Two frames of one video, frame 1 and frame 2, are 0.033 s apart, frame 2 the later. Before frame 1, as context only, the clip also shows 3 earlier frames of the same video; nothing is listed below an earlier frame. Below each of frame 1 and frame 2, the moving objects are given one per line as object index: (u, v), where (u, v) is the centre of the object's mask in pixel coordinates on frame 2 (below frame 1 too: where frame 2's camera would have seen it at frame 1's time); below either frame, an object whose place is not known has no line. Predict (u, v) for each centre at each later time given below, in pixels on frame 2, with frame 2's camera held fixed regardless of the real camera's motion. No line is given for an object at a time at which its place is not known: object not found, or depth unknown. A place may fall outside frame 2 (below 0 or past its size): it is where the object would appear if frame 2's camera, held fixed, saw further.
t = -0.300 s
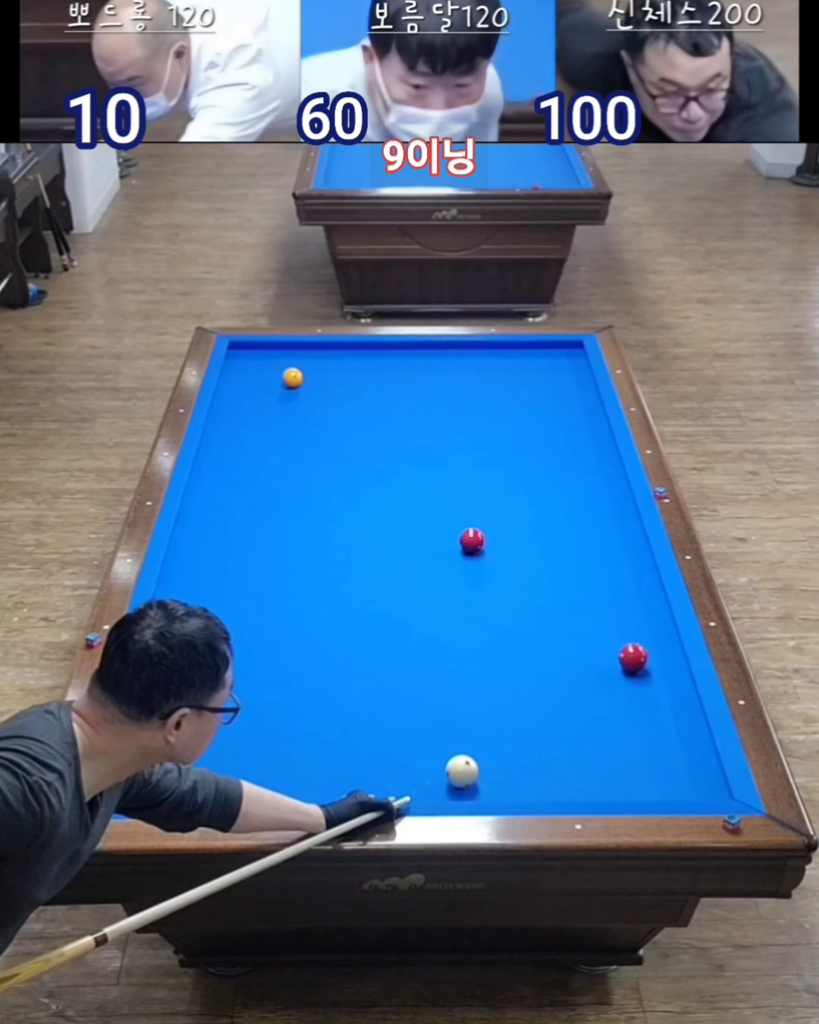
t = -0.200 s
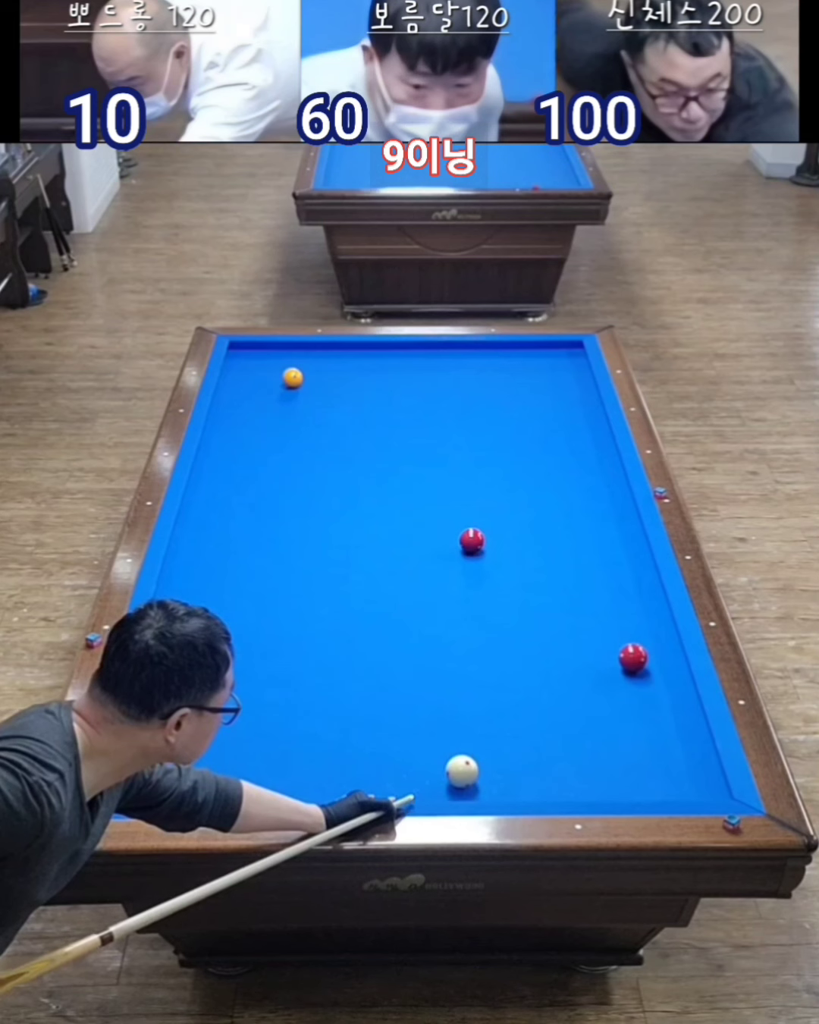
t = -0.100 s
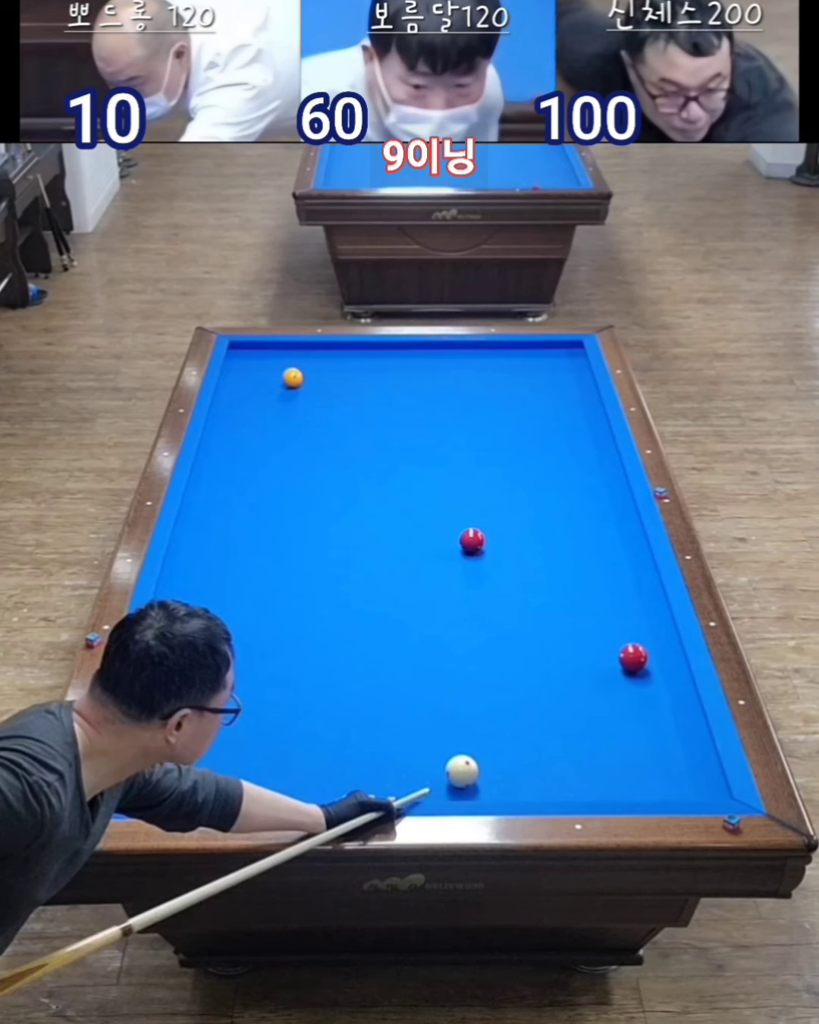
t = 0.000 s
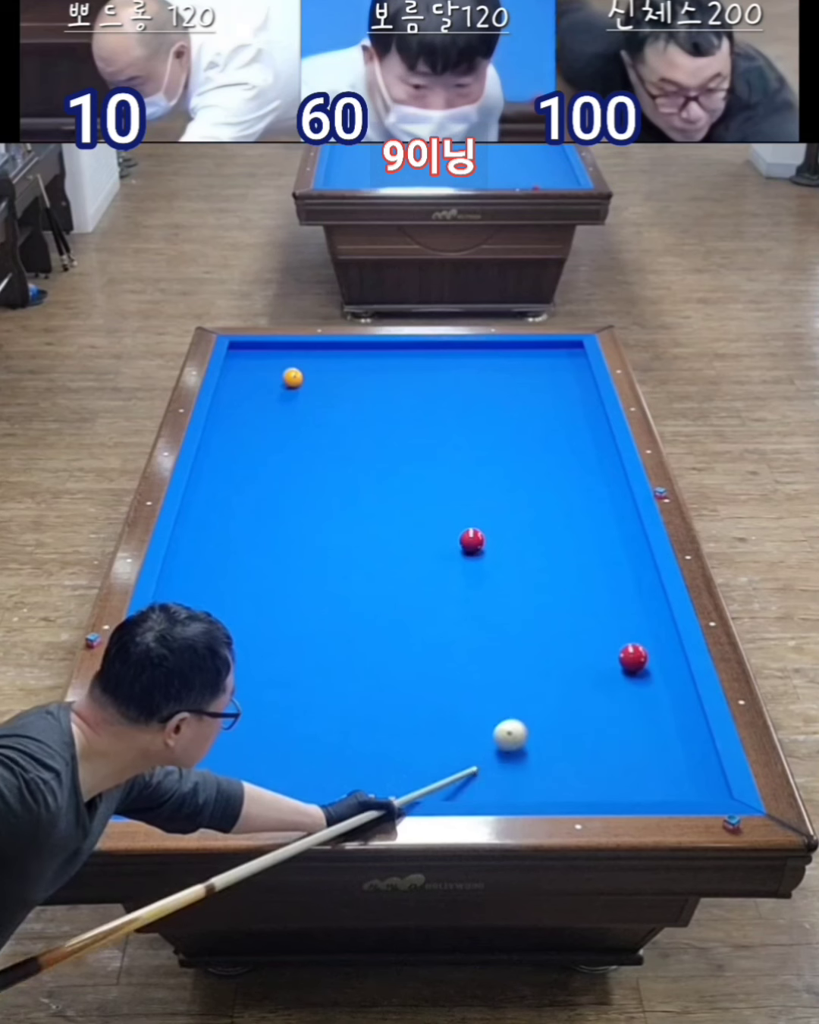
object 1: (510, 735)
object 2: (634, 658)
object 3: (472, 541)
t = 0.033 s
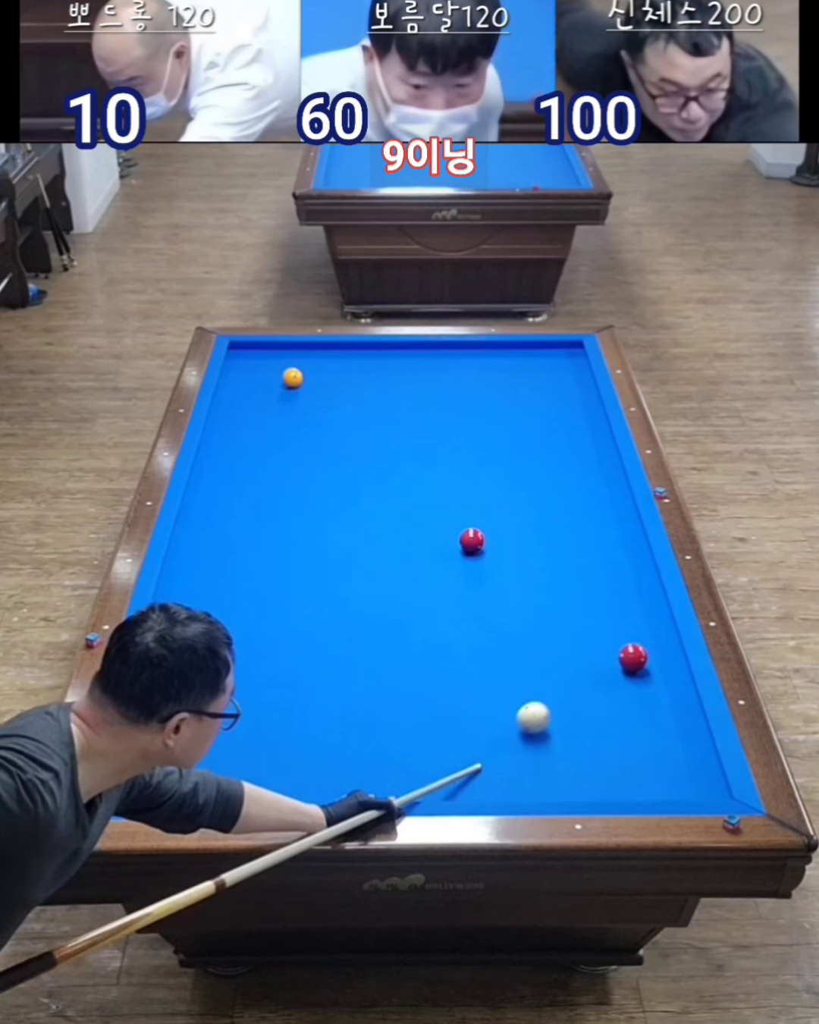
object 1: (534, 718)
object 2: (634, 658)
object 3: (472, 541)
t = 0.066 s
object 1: (556, 702)
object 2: (633, 658)
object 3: (472, 541)
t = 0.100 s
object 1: (576, 687)
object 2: (633, 658)
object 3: (472, 541)
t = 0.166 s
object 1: (606, 662)
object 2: (642, 655)
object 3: (472, 541)
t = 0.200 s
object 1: (601, 656)
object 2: (665, 648)
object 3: (472, 541)
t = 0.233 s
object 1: (596, 651)
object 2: (661, 644)
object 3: (472, 541)
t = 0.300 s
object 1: (587, 643)
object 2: (627, 636)
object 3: (472, 541)
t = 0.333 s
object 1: (582, 639)
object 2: (612, 633)
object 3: (472, 541)
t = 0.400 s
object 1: (564, 635)
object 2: (595, 624)
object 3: (472, 541)
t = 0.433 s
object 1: (553, 633)
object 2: (588, 620)
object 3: (472, 541)
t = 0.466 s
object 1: (544, 631)
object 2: (581, 615)
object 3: (472, 541)
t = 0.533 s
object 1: (525, 626)
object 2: (567, 607)
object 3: (472, 541)
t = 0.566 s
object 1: (516, 623)
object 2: (560, 603)
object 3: (472, 541)
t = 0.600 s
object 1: (507, 622)
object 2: (553, 599)
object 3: (472, 541)
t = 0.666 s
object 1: (489, 618)
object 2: (540, 591)
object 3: (472, 541)
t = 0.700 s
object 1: (480, 615)
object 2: (534, 587)
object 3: (472, 541)
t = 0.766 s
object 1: (462, 611)
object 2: (521, 580)
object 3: (472, 541)
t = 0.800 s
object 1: (453, 609)
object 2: (514, 575)
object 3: (472, 541)
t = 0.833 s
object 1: (444, 607)
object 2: (508, 572)
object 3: (472, 541)
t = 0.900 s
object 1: (427, 604)
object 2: (496, 565)
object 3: (472, 541)
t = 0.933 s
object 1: (419, 601)
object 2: (490, 561)
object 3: (472, 541)
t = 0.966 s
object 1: (410, 599)
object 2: (484, 557)
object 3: (471, 539)
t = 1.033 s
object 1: (393, 596)
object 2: (473, 554)
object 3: (471, 534)
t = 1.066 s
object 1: (385, 594)
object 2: (469, 554)
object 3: (470, 532)
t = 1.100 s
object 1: (377, 592)
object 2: (464, 554)
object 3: (470, 531)
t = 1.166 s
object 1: (361, 588)
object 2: (455, 553)
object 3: (467, 527)
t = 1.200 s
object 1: (352, 586)
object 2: (450, 552)
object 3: (466, 525)
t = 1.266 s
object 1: (336, 582)
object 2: (441, 551)
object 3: (465, 521)
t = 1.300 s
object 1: (329, 580)
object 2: (436, 551)
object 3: (464, 518)
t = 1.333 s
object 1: (321, 578)
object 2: (432, 551)
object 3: (463, 516)
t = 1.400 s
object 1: (305, 575)
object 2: (423, 549)
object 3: (462, 512)
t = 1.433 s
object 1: (297, 573)
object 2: (419, 549)
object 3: (461, 510)
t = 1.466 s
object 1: (290, 571)
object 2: (414, 549)
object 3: (460, 508)
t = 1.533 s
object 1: (275, 567)
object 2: (405, 548)
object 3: (459, 504)
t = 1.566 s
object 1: (267, 566)
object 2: (401, 547)
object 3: (458, 502)
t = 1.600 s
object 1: (260, 564)
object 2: (397, 547)
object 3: (457, 500)
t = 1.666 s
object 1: (245, 561)
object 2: (389, 546)
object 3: (456, 496)
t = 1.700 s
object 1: (238, 559)
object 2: (385, 546)
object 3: (455, 494)
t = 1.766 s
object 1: (223, 556)
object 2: (376, 545)
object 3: (454, 490)
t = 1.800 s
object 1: (216, 554)
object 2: (371, 545)
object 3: (453, 488)
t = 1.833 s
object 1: (209, 552)
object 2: (367, 544)
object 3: (453, 486)
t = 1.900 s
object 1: (195, 549)
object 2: (359, 543)
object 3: (451, 483)
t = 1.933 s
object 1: (188, 547)
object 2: (355, 543)
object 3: (451, 481)
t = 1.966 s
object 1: (181, 545)
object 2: (351, 542)
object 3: (450, 479)
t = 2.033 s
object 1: (191, 544)
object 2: (343, 542)
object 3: (449, 475)
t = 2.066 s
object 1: (195, 542)
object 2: (339, 541)
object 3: (448, 474)
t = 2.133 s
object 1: (203, 541)
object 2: (331, 540)
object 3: (447, 470)
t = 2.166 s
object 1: (207, 540)
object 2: (327, 540)
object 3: (446, 468)
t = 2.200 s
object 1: (211, 539)
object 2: (323, 539)
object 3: (446, 467)
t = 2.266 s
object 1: (219, 537)
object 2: (316, 539)
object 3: (445, 463)
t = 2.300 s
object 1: (223, 536)
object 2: (311, 538)
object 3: (444, 462)
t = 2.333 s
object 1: (227, 535)
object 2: (308, 538)
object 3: (443, 460)
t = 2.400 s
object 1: (235, 533)
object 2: (300, 537)
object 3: (443, 457)
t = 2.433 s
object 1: (238, 533)
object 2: (297, 536)
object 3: (442, 455)
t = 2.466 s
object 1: (242, 532)
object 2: (293, 536)
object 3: (442, 454)
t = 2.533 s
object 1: (249, 530)
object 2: (285, 536)
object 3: (441, 451)
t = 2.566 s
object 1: (253, 529)
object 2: (282, 535)
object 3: (440, 449)
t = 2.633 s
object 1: (255, 526)
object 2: (280, 535)
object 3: (439, 446)
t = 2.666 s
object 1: (255, 525)
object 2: (280, 536)
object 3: (439, 445)
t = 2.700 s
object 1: (255, 523)
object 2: (280, 536)
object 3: (438, 443)
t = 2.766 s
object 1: (255, 520)
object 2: (281, 537)
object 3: (437, 440)
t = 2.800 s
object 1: (256, 519)
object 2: (281, 537)
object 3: (437, 439)
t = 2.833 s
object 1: (255, 517)
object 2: (281, 537)
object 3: (437, 438)
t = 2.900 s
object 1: (256, 514)
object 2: (282, 538)
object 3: (436, 434)
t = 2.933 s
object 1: (256, 513)
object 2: (282, 538)
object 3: (435, 433)
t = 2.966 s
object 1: (256, 512)
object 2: (282, 539)
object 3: (435, 432)
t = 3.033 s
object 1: (256, 509)
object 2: (283, 539)
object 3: (434, 429)
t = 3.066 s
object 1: (256, 507)
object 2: (283, 540)
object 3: (434, 428)
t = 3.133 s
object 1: (256, 505)
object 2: (284, 540)
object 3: (433, 425)
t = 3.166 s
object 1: (256, 504)
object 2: (284, 541)
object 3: (433, 424)
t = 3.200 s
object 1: (256, 502)
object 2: (284, 541)
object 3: (432, 423)
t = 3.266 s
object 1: (256, 500)
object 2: (284, 541)
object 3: (432, 420)
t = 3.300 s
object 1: (256, 498)
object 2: (285, 542)
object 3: (431, 419)
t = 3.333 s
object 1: (256, 497)
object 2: (285, 542)
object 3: (431, 417)
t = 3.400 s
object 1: (256, 494)
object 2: (285, 542)
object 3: (430, 415)
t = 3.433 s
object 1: (256, 493)
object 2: (285, 542)
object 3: (430, 414)
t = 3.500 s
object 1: (256, 491)
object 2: (286, 543)
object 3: (429, 411)
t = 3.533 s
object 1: (256, 489)
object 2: (286, 543)
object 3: (428, 410)
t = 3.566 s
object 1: (256, 488)
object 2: (286, 543)
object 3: (428, 409)
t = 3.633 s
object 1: (256, 486)
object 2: (287, 543)
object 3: (428, 407)
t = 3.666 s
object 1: (256, 485)
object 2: (287, 544)
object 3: (427, 405)
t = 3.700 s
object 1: (256, 484)
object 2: (287, 544)
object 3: (427, 404)
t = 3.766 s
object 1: (256, 481)
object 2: (288, 544)
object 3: (427, 402)
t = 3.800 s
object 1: (256, 480)
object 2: (288, 544)
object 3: (426, 401)
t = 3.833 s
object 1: (256, 479)
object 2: (288, 544)
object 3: (426, 400)
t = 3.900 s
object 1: (256, 477)
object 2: (288, 544)
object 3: (425, 398)
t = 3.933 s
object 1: (256, 476)
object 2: (288, 544)
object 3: (425, 397)
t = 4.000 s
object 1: (256, 474)
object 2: (288, 545)
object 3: (425, 395)
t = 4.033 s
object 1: (256, 473)
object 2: (286, 544)
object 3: (424, 394)
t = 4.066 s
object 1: (256, 472)
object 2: (284, 542)
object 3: (424, 393)
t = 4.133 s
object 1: (256, 470)
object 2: (294, 549)
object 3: (424, 391)
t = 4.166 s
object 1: (256, 469)
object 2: (292, 547)
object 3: (423, 390)
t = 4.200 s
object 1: (256, 467)
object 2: (291, 546)
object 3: (423, 389)
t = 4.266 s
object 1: (256, 466)
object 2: (289, 545)
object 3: (423, 387)
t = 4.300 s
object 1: (256, 465)
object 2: (289, 545)
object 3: (423, 386)
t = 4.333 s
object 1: (256, 464)
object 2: (290, 545)
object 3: (422, 385)
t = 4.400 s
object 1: (256, 462)
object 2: (289, 545)
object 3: (422, 383)
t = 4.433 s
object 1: (256, 461)
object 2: (289, 545)
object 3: (422, 382)
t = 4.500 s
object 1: (256, 459)
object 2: (289, 545)
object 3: (422, 380)
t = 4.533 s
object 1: (256, 458)
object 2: (289, 545)
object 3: (421, 379)
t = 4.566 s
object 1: (256, 457)
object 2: (289, 545)
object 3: (421, 378)
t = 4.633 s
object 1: (256, 455)
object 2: (289, 545)
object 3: (421, 377)
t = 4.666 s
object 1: (256, 454)
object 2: (289, 545)
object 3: (421, 376)
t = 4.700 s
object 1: (256, 454)
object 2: (289, 545)
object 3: (420, 375)
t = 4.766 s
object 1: (256, 452)
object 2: (289, 545)
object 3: (420, 373)
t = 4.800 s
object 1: (256, 451)
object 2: (289, 545)
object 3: (420, 373)
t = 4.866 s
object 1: (256, 450)
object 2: (289, 545)
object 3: (419, 371)
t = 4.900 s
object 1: (256, 449)
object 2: (289, 545)
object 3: (419, 370)
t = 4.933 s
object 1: (256, 448)
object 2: (289, 545)
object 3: (419, 369)
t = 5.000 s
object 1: (256, 446)
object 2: (289, 545)
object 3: (419, 368)
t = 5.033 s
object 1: (256, 446)
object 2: (289, 545)
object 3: (418, 367)
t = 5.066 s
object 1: (256, 445)
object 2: (289, 545)
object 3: (418, 366)
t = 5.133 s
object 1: (256, 443)
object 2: (289, 545)
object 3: (418, 364)
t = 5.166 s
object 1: (256, 443)
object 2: (289, 545)
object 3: (418, 364)
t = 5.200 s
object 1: (256, 442)
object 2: (289, 545)
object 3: (418, 363)
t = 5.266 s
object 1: (256, 440)
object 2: (289, 545)
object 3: (417, 362)
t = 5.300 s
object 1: (256, 440)
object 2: (289, 545)
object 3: (417, 361)
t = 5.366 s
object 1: (256, 438)
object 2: (289, 545)
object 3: (417, 360)
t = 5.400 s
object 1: (256, 438)
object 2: (289, 545)
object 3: (417, 359)
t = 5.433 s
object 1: (256, 437)
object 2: (289, 545)
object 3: (416, 358)
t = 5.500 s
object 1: (256, 436)
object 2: (289, 545)
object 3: (416, 357)
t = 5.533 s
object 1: (256, 435)
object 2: (289, 545)
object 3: (416, 356)
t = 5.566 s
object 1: (256, 435)
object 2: (289, 545)
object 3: (416, 356)
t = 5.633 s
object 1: (256, 433)
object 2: (289, 545)
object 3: (416, 354)
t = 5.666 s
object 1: (256, 433)
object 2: (289, 545)
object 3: (415, 354)
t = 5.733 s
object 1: (256, 432)
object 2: (289, 545)
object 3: (415, 352)
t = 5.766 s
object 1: (256, 431)
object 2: (289, 545)
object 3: (415, 352)
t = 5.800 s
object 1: (256, 431)
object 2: (289, 545)
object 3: (415, 351)
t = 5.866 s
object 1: (256, 429)
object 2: (289, 545)
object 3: (414, 350)
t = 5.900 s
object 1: (256, 429)
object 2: (289, 545)
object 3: (414, 349)
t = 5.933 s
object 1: (256, 428)
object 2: (289, 545)
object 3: (414, 349)
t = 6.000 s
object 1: (256, 427)
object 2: (289, 545)
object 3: (414, 347)
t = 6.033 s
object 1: (256, 427)
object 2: (289, 545)
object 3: (414, 347)
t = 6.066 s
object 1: (256, 426)
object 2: (289, 545)
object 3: (414, 347)
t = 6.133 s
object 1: (256, 425)
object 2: (289, 545)
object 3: (414, 347)
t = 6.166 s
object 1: (256, 425)
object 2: (289, 545)
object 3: (414, 347)
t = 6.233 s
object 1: (255, 424)
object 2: (289, 545)
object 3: (414, 347)
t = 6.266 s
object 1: (255, 423)
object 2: (289, 545)
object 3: (413, 348)
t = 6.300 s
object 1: (255, 423)
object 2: (289, 545)
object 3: (413, 348)
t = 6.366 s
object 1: (255, 422)
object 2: (289, 545)
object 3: (413, 349)
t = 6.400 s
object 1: (255, 421)
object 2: (289, 545)
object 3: (413, 349)
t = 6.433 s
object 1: (255, 421)
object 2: (289, 545)
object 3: (413, 349)
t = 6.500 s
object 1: (255, 420)
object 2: (289, 545)
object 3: (413, 350)
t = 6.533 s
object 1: (255, 420)
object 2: (289, 545)
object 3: (413, 350)
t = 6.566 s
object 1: (255, 419)
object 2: (289, 545)
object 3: (413, 350)
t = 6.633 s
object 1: (255, 418)
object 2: (289, 545)
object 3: (413, 351)
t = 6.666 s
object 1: (255, 418)
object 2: (289, 545)
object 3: (413, 351)
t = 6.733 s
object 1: (255, 417)
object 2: (289, 545)
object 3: (413, 351)
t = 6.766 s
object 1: (254, 417)
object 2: (289, 545)
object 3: (413, 351)
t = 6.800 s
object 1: (254, 416)
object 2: (289, 545)
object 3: (413, 351)
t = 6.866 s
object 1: (254, 416)
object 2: (289, 545)
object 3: (413, 352)
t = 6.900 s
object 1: (254, 415)
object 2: (289, 545)
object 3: (413, 352)
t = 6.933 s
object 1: (254, 415)
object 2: (289, 545)
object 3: (413, 352)
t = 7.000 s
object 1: (254, 414)
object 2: (289, 545)
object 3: (413, 353)
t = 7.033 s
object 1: (254, 414)
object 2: (289, 545)
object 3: (412, 353)
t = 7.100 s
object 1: (254, 414)
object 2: (289, 545)
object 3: (412, 353)
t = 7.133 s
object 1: (254, 413)
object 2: (289, 545)
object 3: (412, 354)
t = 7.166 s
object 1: (254, 413)
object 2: (289, 545)
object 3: (412, 354)
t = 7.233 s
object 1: (254, 412)
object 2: (289, 545)
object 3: (412, 354)
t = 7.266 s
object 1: (254, 412)
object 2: (289, 545)
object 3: (412, 354)
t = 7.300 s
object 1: (254, 412)
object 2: (289, 545)
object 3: (412, 354)
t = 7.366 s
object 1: (254, 411)
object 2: (290, 545)
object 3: (412, 355)
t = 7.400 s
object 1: (254, 411)
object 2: (290, 546)
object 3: (412, 355)
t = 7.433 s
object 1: (254, 411)
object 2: (290, 546)
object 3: (412, 355)
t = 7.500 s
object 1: (254, 410)
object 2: (292, 547)
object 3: (412, 355)
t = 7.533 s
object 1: (254, 410)
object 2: (293, 548)
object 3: (411, 355)
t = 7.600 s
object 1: (254, 410)
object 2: (295, 551)
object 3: (412, 355)
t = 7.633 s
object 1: (254, 410)
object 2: (284, 540)
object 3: (411, 356)
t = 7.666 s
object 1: (254, 409)
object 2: (287, 544)
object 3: (411, 356)
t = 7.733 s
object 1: (254, 409)
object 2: (285, 541)
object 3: (412, 356)
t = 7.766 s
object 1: (254, 409)
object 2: (284, 541)
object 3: (412, 356)
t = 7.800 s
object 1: (254, 409)
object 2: (283, 540)
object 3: (412, 356)
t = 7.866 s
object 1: (254, 408)
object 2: (293, 549)
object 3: (412, 356)
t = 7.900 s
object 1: (254, 408)
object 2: (293, 548)
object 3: (412, 356)
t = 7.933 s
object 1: (254, 408)
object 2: (291, 547)
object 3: (412, 356)
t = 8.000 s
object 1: (255, 408)
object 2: (290, 546)
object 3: (412, 356)
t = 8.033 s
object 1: (255, 408)
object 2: (289, 545)
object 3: (412, 356)
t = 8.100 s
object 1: (255, 407)
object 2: (289, 545)
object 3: (412, 356)
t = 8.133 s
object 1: (255, 407)
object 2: (289, 545)
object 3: (412, 356)
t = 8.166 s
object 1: (255, 407)
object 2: (290, 545)
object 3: (412, 356)
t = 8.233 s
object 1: (255, 407)
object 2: (292, 547)
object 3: (412, 356)
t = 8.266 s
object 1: (255, 407)
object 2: (291, 547)
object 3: (412, 356)
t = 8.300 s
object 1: (255, 407)
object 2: (284, 541)
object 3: (412, 356)
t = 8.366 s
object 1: (256, 407)
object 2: (289, 545)
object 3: (412, 357)
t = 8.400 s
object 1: (256, 407)
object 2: (289, 545)
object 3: (412, 356)
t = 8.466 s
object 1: (256, 407)
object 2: (289, 545)
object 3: (412, 356)
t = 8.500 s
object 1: (256, 407)
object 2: (289, 545)
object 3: (412, 356)
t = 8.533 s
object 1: (256, 407)
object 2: (289, 545)
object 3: (412, 356)
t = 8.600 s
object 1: (256, 407)
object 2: (289, 545)
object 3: (412, 356)
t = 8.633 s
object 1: (256, 407)
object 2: (289, 545)
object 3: (412, 356)
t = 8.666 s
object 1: (256, 407)
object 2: (289, 545)
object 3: (412, 356)
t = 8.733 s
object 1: (256, 407)
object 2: (289, 545)
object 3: (412, 356)
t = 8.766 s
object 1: (256, 407)
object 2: (289, 545)
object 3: (412, 356)
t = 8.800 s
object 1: (256, 407)
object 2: (289, 545)
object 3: (412, 356)
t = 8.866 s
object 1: (256, 407)
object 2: (289, 545)
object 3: (412, 356)
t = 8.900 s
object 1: (256, 407)
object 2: (289, 545)
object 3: (412, 356)
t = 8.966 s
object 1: (256, 406)
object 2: (289, 545)
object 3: (412, 356)
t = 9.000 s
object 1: (256, 407)
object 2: (289, 545)
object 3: (412, 356)
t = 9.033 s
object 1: (256, 406)
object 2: (289, 545)
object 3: (412, 356)
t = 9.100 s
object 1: (256, 406)
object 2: (289, 545)
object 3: (412, 356)
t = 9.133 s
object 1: (256, 406)
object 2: (289, 545)
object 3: (412, 356)
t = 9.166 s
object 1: (256, 406)
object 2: (289, 545)
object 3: (412, 356)
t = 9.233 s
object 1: (256, 406)
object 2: (289, 545)
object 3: (412, 356)
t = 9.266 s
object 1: (256, 406)
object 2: (289, 545)
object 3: (412, 356)
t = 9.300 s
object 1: (256, 406)
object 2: (289, 545)
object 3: (412, 356)
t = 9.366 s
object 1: (256, 406)
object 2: (289, 545)
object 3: (412, 356)
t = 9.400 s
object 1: (256, 406)
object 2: (289, 545)
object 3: (412, 356)
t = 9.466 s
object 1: (256, 406)
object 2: (289, 545)
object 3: (412, 356)
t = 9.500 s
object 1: (256, 406)
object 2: (289, 545)
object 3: (412, 356)
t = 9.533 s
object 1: (256, 406)
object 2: (289, 544)
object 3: (412, 356)
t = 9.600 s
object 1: (256, 406)
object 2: (289, 545)
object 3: (412, 356)
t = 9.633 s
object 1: (256, 406)
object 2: (289, 545)
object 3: (412, 356)
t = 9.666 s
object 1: (256, 406)
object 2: (290, 544)
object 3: (413, 355)
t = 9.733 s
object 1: (256, 407)
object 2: (289, 545)
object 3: (412, 356)
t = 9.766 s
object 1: (255, 407)
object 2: (289, 545)
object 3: (412, 356)
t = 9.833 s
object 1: (256, 406)
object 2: (289, 544)
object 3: (412, 356)
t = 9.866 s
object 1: (256, 406)
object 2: (289, 544)
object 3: (412, 356)
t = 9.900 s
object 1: (256, 406)
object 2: (290, 544)
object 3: (412, 355)
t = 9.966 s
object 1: (256, 406)
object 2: (289, 544)
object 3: (412, 356)
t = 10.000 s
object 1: (256, 406)
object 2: (289, 544)
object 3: (412, 356)
